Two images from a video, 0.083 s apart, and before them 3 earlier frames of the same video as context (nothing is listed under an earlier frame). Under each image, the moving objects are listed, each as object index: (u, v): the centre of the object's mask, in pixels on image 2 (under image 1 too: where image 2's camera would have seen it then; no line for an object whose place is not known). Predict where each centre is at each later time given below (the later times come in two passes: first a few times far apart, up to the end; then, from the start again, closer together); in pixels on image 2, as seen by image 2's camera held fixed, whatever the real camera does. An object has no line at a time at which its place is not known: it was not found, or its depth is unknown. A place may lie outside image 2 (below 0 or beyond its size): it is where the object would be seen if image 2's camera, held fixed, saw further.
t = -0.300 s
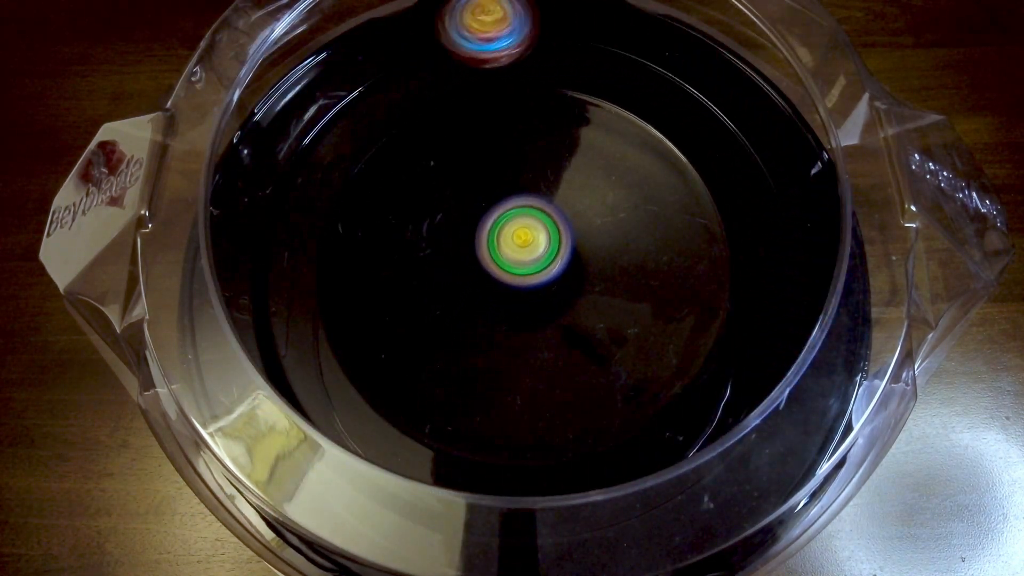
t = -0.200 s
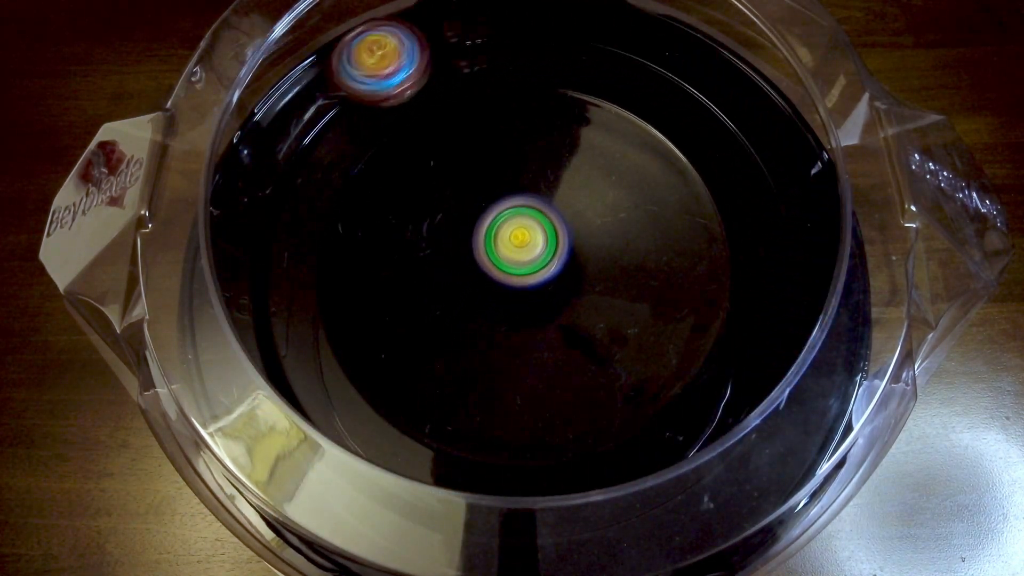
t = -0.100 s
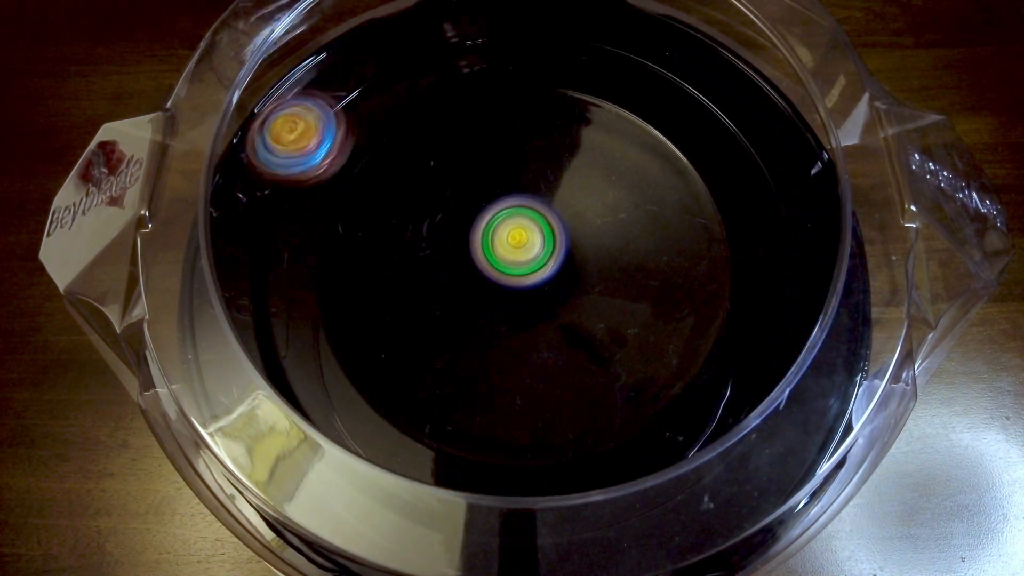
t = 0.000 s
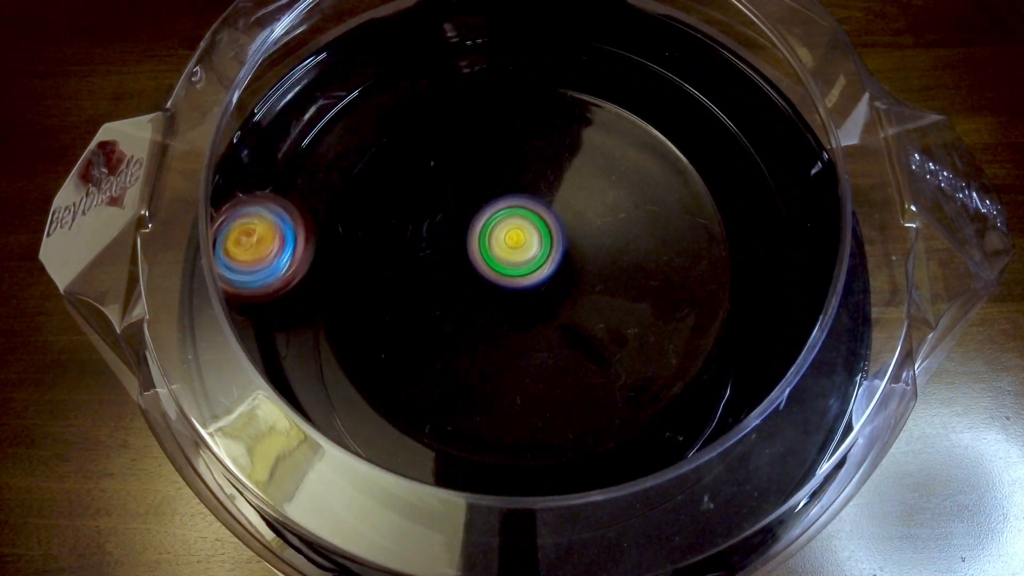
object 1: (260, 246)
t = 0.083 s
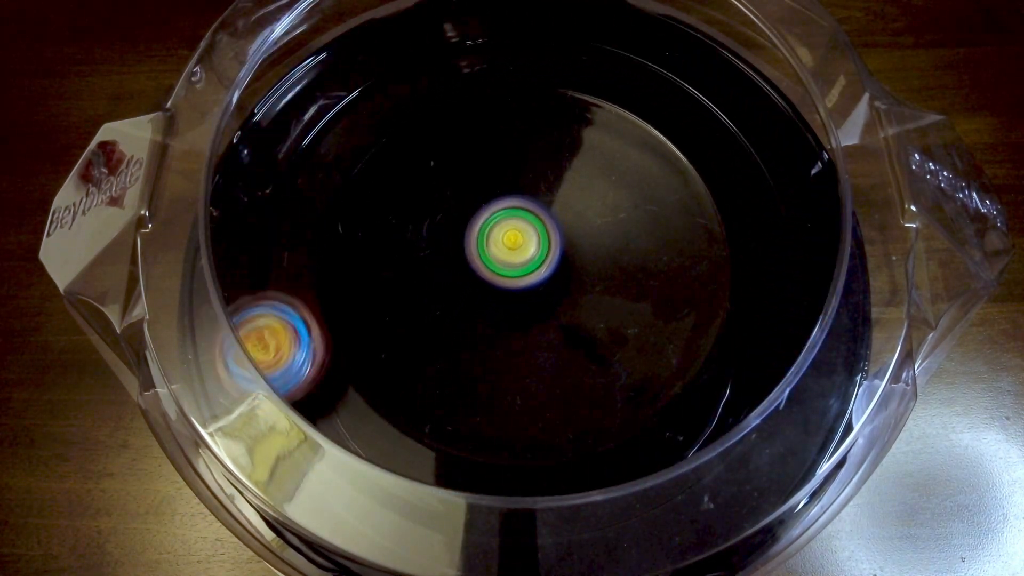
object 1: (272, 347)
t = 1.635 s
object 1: (354, 455)
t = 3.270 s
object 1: (357, 457)
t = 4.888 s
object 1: (265, 329)
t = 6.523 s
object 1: (373, 359)
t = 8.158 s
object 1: (505, 142)
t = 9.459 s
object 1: (447, 372)
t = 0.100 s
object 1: (282, 363)
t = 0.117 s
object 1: (293, 383)
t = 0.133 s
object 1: (306, 402)
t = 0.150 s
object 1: (322, 415)
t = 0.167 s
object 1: (336, 437)
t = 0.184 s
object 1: (354, 454)
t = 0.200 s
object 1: (370, 467)
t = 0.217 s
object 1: (388, 480)
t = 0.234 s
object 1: (410, 493)
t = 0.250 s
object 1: (430, 502)
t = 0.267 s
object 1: (451, 511)
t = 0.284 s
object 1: (470, 515)
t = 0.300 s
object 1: (491, 518)
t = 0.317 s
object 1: (513, 519)
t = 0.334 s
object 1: (532, 520)
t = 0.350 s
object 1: (551, 519)
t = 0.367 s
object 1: (571, 518)
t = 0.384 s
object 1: (594, 514)
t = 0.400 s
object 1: (613, 508)
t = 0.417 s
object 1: (633, 502)
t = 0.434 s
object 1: (653, 495)
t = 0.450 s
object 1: (669, 485)
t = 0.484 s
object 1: (705, 461)
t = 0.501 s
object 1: (719, 447)
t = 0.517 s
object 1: (733, 432)
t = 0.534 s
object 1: (745, 416)
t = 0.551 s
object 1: (756, 398)
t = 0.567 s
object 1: (766, 381)
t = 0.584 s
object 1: (772, 364)
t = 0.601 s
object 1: (780, 346)
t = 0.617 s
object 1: (786, 329)
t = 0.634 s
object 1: (782, 308)
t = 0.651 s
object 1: (787, 292)
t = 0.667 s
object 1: (790, 276)
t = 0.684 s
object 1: (791, 260)
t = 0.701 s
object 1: (791, 245)
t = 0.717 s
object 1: (789, 229)
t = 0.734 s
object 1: (787, 214)
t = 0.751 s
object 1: (783, 198)
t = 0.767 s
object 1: (777, 182)
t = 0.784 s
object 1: (771, 168)
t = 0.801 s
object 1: (763, 153)
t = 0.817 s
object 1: (753, 138)
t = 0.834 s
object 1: (744, 125)
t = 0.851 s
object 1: (732, 112)
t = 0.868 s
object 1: (721, 101)
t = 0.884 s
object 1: (708, 88)
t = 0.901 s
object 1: (694, 77)
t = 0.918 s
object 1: (680, 68)
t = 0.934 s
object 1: (665, 59)
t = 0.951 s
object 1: (650, 52)
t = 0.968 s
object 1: (635, 45)
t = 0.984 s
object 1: (619, 39)
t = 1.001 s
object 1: (602, 36)
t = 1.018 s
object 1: (586, 33)
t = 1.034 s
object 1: (570, 31)
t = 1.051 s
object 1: (552, 30)
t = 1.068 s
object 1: (536, 29)
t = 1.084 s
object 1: (517, 30)
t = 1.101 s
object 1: (500, 29)
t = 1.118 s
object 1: (484, 31)
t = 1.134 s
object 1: (465, 33)
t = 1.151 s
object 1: (450, 35)
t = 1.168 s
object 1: (433, 40)
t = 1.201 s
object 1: (400, 53)
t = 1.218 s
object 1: (384, 61)
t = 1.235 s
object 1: (369, 70)
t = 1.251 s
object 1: (356, 79)
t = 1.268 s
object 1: (342, 91)
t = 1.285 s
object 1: (328, 103)
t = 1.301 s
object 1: (316, 115)
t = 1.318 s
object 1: (305, 129)
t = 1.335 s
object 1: (295, 145)
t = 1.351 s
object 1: (285, 160)
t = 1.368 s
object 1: (277, 176)
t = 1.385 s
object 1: (270, 193)
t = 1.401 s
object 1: (264, 210)
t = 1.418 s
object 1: (260, 228)
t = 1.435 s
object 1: (259, 246)
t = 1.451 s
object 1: (259, 265)
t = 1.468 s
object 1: (257, 284)
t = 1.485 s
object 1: (260, 303)
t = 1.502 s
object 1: (263, 321)
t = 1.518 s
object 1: (268, 340)
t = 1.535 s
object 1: (277, 356)
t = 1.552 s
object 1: (297, 369)
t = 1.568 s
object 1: (300, 392)
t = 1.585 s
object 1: (310, 409)
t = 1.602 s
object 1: (327, 419)
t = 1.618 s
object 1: (340, 441)
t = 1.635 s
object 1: (354, 455)
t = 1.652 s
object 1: (370, 469)
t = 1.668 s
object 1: (388, 483)
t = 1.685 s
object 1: (408, 493)
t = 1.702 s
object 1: (426, 500)
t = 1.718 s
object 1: (446, 510)
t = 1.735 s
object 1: (466, 515)
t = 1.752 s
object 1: (485, 517)
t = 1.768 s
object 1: (504, 519)
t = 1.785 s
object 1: (523, 520)
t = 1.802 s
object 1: (541, 520)
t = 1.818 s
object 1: (561, 518)
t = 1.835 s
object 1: (581, 517)
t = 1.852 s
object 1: (601, 512)
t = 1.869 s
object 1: (620, 508)
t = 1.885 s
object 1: (639, 501)
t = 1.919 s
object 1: (673, 482)
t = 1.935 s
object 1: (689, 471)
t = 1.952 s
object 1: (705, 461)
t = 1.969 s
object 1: (720, 451)
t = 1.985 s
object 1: (730, 434)
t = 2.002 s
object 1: (742, 420)
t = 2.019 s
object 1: (752, 405)
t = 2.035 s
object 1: (761, 389)
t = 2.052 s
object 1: (768, 374)
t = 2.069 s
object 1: (774, 358)
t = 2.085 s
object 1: (779, 343)
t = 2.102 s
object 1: (776, 323)
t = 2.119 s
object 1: (781, 310)
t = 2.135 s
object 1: (789, 298)
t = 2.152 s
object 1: (787, 283)
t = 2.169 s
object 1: (789, 269)
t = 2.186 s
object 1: (789, 256)
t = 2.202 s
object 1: (789, 242)
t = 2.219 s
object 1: (787, 229)
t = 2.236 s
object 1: (785, 216)
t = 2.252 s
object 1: (781, 203)
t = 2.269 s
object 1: (776, 190)
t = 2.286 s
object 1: (771, 178)
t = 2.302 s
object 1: (766, 165)
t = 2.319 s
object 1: (759, 154)
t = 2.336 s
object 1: (753, 143)
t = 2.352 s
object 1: (745, 132)
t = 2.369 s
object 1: (737, 121)
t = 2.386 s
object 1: (729, 113)
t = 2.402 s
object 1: (720, 103)
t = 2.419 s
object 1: (711, 94)
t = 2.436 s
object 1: (702, 86)
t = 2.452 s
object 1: (692, 79)
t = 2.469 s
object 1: (683, 71)
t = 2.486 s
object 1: (672, 64)
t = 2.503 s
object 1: (661, 57)
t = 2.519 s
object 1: (648, 51)
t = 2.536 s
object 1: (634, 45)
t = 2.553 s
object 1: (620, 40)
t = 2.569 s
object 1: (606, 37)
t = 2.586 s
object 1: (592, 34)
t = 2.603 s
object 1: (578, 32)
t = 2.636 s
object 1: (547, 30)
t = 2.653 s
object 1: (531, 30)
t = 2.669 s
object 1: (515, 30)
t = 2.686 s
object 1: (498, 31)
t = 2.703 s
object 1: (483, 31)
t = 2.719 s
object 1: (467, 33)
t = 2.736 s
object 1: (452, 35)
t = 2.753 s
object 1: (436, 39)
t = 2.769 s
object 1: (421, 44)
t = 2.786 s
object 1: (405, 51)
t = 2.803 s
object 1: (391, 58)
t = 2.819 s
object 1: (376, 66)
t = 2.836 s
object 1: (364, 74)
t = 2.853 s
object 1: (351, 84)
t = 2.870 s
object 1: (340, 94)
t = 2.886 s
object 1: (327, 105)
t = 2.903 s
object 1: (316, 116)
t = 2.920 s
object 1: (306, 129)
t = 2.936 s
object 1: (296, 143)
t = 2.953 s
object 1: (287, 157)
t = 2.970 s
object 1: (279, 172)
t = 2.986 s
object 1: (273, 186)
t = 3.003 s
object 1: (267, 202)
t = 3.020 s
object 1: (262, 219)
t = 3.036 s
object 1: (260, 235)
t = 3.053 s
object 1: (260, 252)
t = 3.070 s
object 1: (260, 269)
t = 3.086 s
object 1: (257, 287)
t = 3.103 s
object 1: (259, 304)
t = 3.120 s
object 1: (262, 321)
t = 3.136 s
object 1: (268, 338)
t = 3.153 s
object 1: (274, 353)
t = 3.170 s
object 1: (287, 366)
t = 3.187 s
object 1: (294, 385)
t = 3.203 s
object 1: (306, 402)
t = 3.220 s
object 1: (316, 414)
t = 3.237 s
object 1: (330, 429)
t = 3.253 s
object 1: (341, 444)
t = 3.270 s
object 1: (357, 457)
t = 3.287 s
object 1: (371, 471)
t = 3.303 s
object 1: (388, 481)
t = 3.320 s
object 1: (406, 492)
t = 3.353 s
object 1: (442, 507)
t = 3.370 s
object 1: (459, 514)
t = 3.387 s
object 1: (479, 517)
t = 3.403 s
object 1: (498, 519)
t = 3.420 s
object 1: (517, 521)
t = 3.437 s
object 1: (534, 520)
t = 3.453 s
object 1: (555, 519)
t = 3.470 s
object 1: (573, 517)
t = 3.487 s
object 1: (592, 514)
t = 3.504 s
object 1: (610, 511)
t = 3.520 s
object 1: (628, 505)
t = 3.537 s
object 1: (645, 499)
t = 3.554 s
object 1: (660, 490)
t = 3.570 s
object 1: (676, 481)
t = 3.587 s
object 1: (690, 470)
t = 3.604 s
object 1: (704, 460)
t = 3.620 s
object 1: (718, 451)
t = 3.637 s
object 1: (728, 436)
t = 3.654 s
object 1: (738, 424)
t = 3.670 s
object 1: (747, 411)
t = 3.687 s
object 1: (755, 398)
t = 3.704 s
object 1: (762, 385)
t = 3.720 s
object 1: (767, 372)
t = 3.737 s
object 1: (772, 357)
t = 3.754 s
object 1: (776, 345)
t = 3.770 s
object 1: (772, 328)
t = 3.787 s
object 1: (777, 316)
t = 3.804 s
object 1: (781, 303)
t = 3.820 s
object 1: (783, 291)
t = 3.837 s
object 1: (784, 279)
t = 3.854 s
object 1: (785, 266)
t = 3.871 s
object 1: (784, 253)
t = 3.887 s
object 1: (782, 240)
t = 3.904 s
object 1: (779, 228)
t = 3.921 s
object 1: (775, 215)
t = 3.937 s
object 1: (770, 202)
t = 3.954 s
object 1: (766, 192)
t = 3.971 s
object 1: (760, 180)
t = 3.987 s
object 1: (753, 169)
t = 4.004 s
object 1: (747, 158)
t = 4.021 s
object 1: (739, 147)
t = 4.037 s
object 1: (731, 136)
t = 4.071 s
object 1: (713, 117)
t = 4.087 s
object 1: (704, 109)
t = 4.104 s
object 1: (694, 100)
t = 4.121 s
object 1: (683, 92)
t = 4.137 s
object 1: (673, 85)
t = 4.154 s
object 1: (662, 78)
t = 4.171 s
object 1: (651, 72)
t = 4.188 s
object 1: (639, 65)
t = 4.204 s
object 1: (627, 60)
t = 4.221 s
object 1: (616, 55)
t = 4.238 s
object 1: (603, 50)
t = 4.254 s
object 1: (591, 46)
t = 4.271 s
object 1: (579, 43)
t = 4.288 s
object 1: (566, 40)
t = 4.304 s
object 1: (553, 38)
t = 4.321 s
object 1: (540, 37)
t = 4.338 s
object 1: (527, 35)
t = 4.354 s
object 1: (513, 35)
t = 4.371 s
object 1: (500, 35)
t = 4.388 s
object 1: (488, 35)
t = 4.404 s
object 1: (474, 36)
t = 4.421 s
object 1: (462, 37)
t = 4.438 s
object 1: (449, 38)
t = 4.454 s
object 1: (436, 41)
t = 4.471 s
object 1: (424, 43)
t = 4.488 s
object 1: (410, 48)
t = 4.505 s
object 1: (397, 54)
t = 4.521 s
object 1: (385, 62)
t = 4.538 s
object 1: (374, 70)
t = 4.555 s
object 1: (364, 76)
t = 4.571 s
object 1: (353, 84)
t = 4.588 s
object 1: (343, 91)
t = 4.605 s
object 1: (333, 99)
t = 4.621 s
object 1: (321, 110)
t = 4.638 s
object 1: (313, 120)
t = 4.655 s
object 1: (303, 133)
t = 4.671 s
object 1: (295, 145)
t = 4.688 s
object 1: (288, 157)
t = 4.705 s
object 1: (281, 170)
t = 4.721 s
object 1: (274, 184)
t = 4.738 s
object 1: (269, 197)
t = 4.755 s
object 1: (265, 211)
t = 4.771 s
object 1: (262, 225)
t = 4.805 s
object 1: (260, 254)
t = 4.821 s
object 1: (260, 269)
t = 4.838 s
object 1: (258, 284)
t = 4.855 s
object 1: (259, 299)
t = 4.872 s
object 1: (262, 314)
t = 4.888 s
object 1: (265, 329)
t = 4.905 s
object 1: (269, 342)
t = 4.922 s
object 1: (277, 354)
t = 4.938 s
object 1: (284, 368)
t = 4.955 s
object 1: (293, 381)
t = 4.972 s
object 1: (303, 393)
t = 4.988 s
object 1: (309, 406)
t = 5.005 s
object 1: (320, 417)
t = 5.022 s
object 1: (330, 427)
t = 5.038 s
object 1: (338, 439)
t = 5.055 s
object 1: (350, 450)
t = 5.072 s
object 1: (360, 461)
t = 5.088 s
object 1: (371, 469)
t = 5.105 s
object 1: (382, 478)
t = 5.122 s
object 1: (397, 485)
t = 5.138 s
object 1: (409, 490)
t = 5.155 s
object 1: (420, 497)
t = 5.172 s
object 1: (436, 503)
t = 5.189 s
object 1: (448, 506)
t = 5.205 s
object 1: (459, 509)
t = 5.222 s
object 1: (474, 512)
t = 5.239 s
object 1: (486, 513)
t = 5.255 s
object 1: (499, 515)
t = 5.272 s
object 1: (512, 515)
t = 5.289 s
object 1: (525, 515)
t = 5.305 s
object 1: (538, 514)
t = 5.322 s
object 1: (553, 513)
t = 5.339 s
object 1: (565, 510)
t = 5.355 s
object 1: (578, 507)
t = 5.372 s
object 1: (591, 503)
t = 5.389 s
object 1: (605, 498)
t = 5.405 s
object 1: (617, 493)
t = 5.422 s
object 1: (630, 488)
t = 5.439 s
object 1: (642, 481)
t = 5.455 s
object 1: (653, 474)
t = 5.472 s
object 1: (664, 465)
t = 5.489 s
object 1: (675, 457)
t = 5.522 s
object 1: (694, 436)
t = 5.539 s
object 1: (702, 424)
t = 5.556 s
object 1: (711, 414)
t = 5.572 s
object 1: (718, 402)
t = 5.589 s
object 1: (721, 384)
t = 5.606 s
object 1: (729, 374)
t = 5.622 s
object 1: (735, 363)
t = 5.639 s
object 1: (741, 351)
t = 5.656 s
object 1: (745, 339)
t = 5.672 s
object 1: (748, 326)
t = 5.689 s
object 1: (749, 313)
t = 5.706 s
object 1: (750, 298)
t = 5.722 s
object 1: (749, 285)
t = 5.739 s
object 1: (748, 273)
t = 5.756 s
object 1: (746, 258)
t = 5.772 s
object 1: (742, 244)
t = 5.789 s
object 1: (738, 231)
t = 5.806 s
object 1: (733, 218)
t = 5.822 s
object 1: (725, 204)
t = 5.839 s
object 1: (717, 189)
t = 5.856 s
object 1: (709, 177)
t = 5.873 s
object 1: (700, 166)
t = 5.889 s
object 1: (687, 154)
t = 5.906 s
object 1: (676, 142)
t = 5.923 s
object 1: (665, 133)
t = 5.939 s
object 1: (653, 125)
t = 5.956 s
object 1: (639, 116)
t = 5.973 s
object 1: (625, 108)
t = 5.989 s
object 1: (612, 103)
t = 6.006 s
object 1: (597, 98)
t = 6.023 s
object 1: (581, 93)
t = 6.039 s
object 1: (567, 90)
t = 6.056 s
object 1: (552, 87)
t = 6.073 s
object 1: (535, 86)
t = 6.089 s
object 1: (521, 86)
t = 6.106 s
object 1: (506, 87)
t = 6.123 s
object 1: (490, 88)
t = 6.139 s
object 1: (475, 91)
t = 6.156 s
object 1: (461, 94)
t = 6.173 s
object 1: (448, 99)
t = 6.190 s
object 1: (433, 105)
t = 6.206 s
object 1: (419, 112)
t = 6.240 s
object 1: (394, 127)
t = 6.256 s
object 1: (382, 137)
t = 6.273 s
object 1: (372, 147)
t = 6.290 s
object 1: (361, 159)
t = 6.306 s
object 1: (353, 171)
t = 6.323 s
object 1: (346, 184)
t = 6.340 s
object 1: (338, 199)
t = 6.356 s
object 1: (335, 212)
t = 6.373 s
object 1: (331, 226)
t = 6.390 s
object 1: (330, 242)
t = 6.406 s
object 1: (329, 258)
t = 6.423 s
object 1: (330, 272)
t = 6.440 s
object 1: (333, 288)
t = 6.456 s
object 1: (338, 304)
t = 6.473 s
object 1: (344, 318)
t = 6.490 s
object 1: (352, 333)
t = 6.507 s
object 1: (362, 348)
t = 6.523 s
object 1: (373, 359)
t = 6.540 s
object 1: (387, 371)
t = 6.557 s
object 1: (400, 381)
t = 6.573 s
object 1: (415, 389)
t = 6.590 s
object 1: (431, 396)
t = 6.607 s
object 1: (449, 401)
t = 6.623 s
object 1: (466, 405)
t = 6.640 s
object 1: (482, 408)
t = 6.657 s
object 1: (501, 409)
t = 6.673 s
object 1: (520, 408)
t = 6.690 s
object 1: (537, 406)
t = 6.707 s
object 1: (553, 401)
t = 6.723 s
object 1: (569, 396)
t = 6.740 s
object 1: (586, 388)
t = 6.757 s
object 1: (600, 379)
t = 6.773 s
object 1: (612, 370)
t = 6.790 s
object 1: (625, 359)
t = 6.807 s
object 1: (636, 348)
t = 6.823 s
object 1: (645, 336)
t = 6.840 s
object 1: (653, 322)
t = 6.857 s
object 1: (659, 308)
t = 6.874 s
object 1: (664, 294)
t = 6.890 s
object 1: (667, 280)
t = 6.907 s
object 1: (669, 267)
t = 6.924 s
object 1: (669, 251)
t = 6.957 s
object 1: (665, 223)
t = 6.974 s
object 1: (660, 211)
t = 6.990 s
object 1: (654, 199)
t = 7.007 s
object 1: (646, 186)
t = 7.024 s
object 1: (637, 175)
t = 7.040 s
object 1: (629, 164)
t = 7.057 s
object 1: (619, 155)
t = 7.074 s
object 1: (608, 145)
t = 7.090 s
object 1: (596, 136)
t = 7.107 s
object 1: (585, 129)
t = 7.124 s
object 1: (572, 124)
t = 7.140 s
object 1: (558, 119)
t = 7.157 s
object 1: (544, 115)
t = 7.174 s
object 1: (531, 113)
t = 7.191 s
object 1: (517, 113)
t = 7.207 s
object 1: (503, 113)
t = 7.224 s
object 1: (488, 115)
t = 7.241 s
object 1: (475, 119)
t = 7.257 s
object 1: (462, 123)
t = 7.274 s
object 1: (450, 129)
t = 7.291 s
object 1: (437, 137)
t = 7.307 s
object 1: (426, 146)
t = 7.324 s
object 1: (416, 155)
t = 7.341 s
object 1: (407, 165)
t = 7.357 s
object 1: (399, 177)
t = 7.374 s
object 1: (393, 188)
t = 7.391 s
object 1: (387, 201)
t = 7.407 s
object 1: (383, 216)
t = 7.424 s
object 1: (381, 230)
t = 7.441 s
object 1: (381, 244)
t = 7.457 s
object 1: (382, 259)
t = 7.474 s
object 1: (385, 273)
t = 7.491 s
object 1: (391, 286)
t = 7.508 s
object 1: (398, 299)
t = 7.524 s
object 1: (406, 312)
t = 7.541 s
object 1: (416, 324)
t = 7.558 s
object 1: (427, 334)
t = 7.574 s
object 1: (440, 345)
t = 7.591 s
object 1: (453, 353)
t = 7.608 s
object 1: (467, 360)
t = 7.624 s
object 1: (481, 365)
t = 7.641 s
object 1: (498, 369)
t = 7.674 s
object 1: (530, 372)
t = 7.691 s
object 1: (545, 370)
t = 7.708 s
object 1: (560, 367)
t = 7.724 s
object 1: (577, 361)
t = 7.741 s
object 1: (592, 355)
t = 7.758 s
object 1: (604, 348)
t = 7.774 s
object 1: (615, 338)
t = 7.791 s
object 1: (626, 328)
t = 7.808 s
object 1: (635, 317)
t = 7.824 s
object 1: (643, 305)
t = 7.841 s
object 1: (650, 293)
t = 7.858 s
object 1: (654, 280)
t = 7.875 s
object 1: (656, 266)
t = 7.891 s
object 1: (658, 253)
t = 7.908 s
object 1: (657, 239)
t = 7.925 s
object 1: (654, 228)
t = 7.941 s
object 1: (650, 217)
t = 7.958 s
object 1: (643, 204)
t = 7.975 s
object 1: (636, 192)
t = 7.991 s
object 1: (628, 182)
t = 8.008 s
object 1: (619, 173)
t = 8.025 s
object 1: (608, 165)
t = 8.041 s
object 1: (596, 157)
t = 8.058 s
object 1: (584, 150)
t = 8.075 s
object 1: (571, 146)
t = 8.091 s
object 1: (559, 143)
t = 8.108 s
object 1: (545, 140)
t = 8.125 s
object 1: (532, 140)
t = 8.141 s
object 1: (517, 140)
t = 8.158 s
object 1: (505, 142)
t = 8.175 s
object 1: (492, 146)
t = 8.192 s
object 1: (479, 151)
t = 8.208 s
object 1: (467, 157)
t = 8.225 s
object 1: (455, 164)
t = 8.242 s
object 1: (445, 172)
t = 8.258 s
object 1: (436, 182)
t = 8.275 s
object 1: (426, 192)
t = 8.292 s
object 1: (419, 203)
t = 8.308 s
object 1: (413, 216)
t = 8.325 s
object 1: (408, 228)
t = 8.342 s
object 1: (405, 242)
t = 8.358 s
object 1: (403, 255)
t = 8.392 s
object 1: (406, 281)
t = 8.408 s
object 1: (411, 295)
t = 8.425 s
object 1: (417, 307)
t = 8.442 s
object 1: (424, 319)
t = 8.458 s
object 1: (433, 330)
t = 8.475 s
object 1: (444, 341)
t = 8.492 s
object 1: (455, 350)
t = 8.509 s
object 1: (466, 357)
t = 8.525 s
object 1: (480, 364)
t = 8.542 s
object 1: (495, 368)
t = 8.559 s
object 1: (510, 372)
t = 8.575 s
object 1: (526, 373)
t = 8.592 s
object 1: (540, 372)
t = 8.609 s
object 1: (553, 369)
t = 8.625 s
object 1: (567, 364)
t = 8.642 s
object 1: (582, 358)
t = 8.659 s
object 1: (595, 351)
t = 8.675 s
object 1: (606, 342)
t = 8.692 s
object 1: (616, 333)
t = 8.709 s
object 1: (624, 321)
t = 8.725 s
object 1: (631, 311)
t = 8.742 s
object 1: (636, 297)
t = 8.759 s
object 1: (639, 286)
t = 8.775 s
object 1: (641, 273)
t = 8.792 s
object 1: (642, 261)
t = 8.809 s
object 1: (640, 249)
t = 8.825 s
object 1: (638, 235)
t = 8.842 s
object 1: (632, 224)
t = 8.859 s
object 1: (625, 212)
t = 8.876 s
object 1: (618, 202)
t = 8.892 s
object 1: (612, 192)
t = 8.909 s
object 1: (605, 181)
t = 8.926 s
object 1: (596, 172)
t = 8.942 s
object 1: (586, 164)
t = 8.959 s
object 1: (575, 156)
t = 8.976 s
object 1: (563, 150)
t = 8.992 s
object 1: (552, 145)
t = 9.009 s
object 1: (540, 142)
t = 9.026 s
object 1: (529, 140)
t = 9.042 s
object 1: (515, 139)
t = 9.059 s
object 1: (502, 139)
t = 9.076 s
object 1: (490, 141)
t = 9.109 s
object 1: (466, 150)
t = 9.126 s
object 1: (455, 156)
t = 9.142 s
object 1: (445, 163)
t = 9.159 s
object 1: (435, 171)
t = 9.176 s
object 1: (427, 181)
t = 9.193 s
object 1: (420, 190)
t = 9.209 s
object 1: (414, 202)
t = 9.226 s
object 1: (410, 215)
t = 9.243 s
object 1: (405, 226)
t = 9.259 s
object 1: (396, 238)
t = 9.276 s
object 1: (389, 251)
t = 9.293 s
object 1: (386, 263)
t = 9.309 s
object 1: (386, 275)
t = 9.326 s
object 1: (386, 288)
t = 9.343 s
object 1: (389, 301)
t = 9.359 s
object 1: (392, 313)
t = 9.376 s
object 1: (398, 325)
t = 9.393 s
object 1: (406, 336)
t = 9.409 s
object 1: (414, 348)
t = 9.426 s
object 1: (424, 357)
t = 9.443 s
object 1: (435, 365)
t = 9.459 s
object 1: (447, 372)
